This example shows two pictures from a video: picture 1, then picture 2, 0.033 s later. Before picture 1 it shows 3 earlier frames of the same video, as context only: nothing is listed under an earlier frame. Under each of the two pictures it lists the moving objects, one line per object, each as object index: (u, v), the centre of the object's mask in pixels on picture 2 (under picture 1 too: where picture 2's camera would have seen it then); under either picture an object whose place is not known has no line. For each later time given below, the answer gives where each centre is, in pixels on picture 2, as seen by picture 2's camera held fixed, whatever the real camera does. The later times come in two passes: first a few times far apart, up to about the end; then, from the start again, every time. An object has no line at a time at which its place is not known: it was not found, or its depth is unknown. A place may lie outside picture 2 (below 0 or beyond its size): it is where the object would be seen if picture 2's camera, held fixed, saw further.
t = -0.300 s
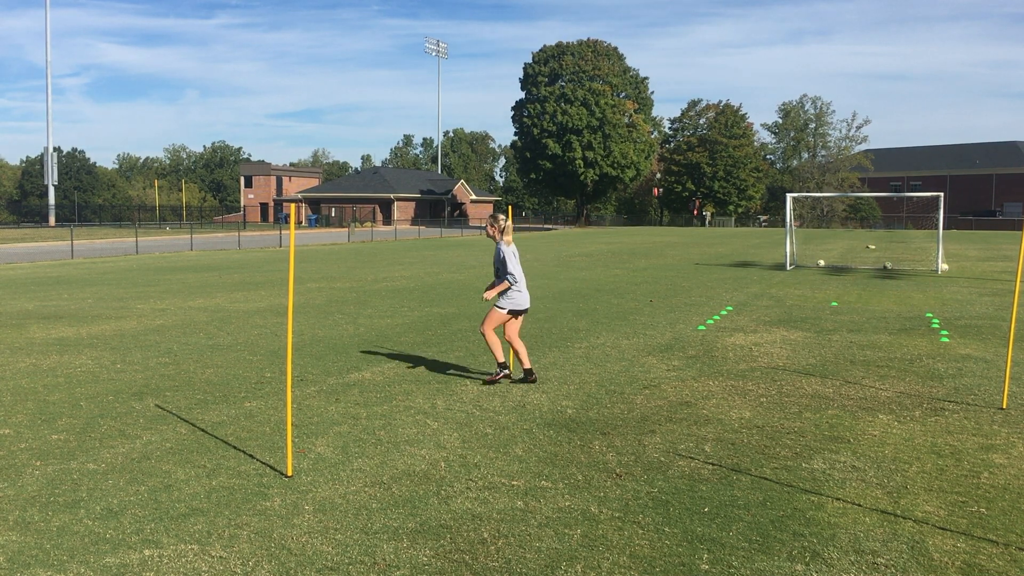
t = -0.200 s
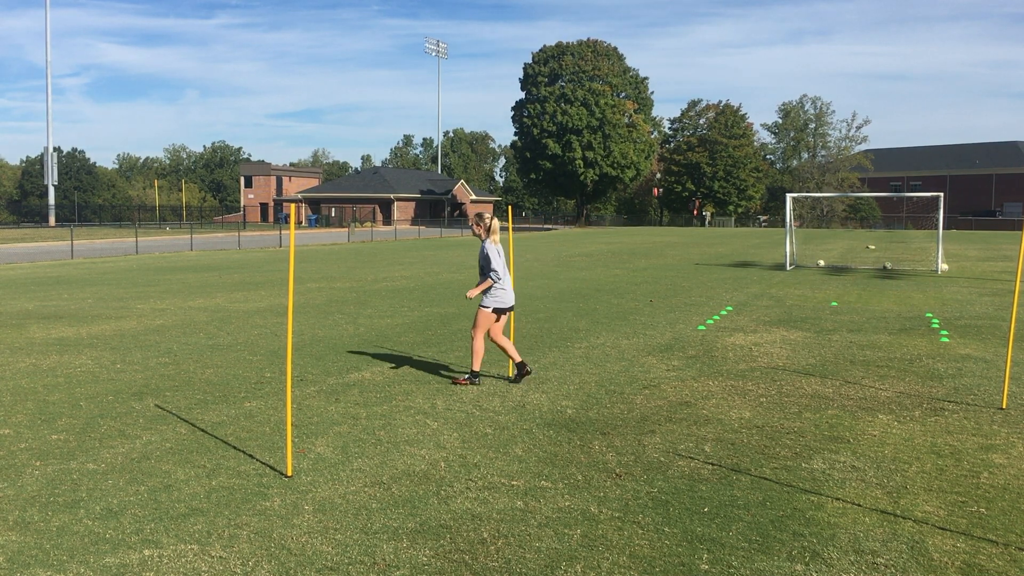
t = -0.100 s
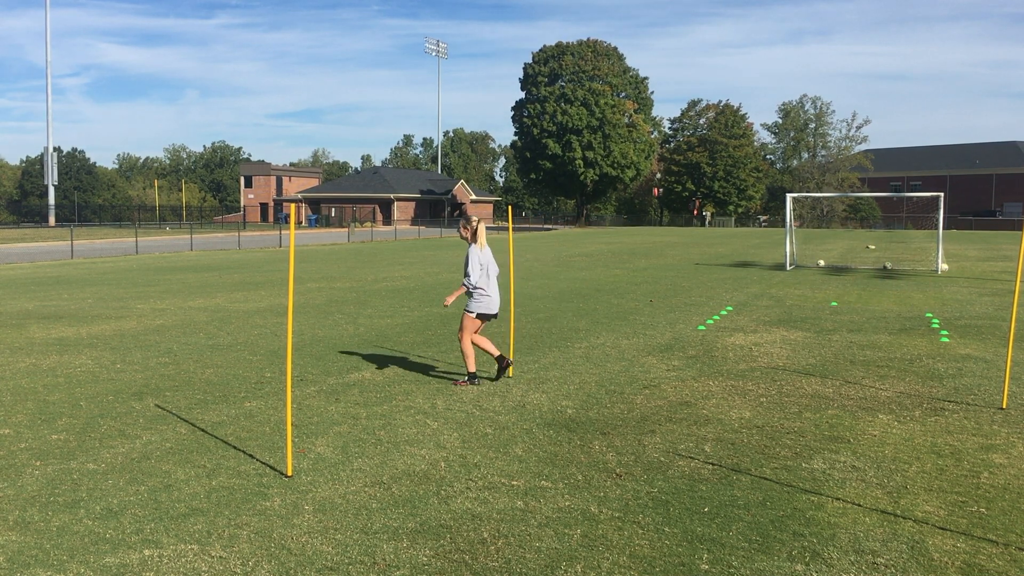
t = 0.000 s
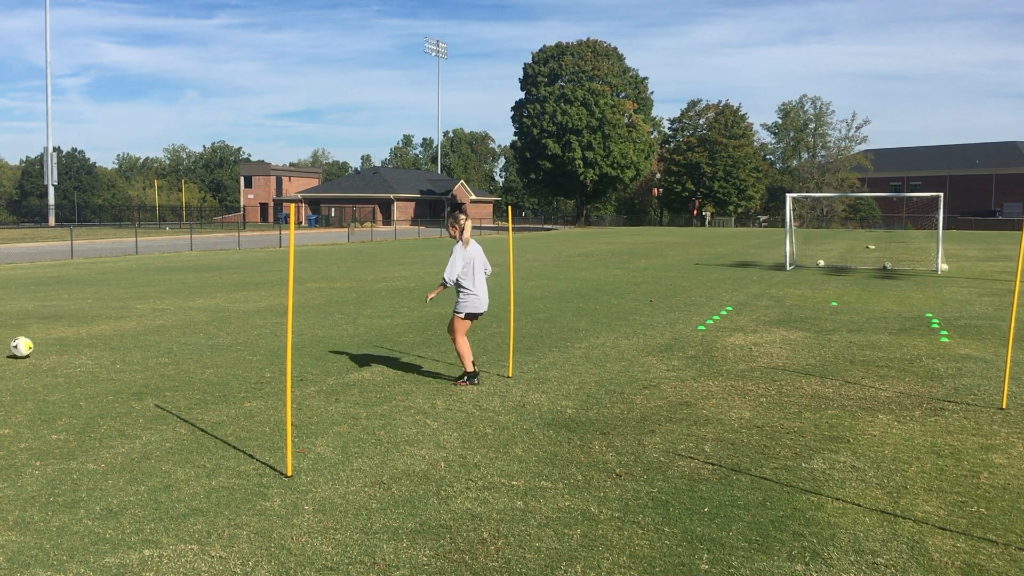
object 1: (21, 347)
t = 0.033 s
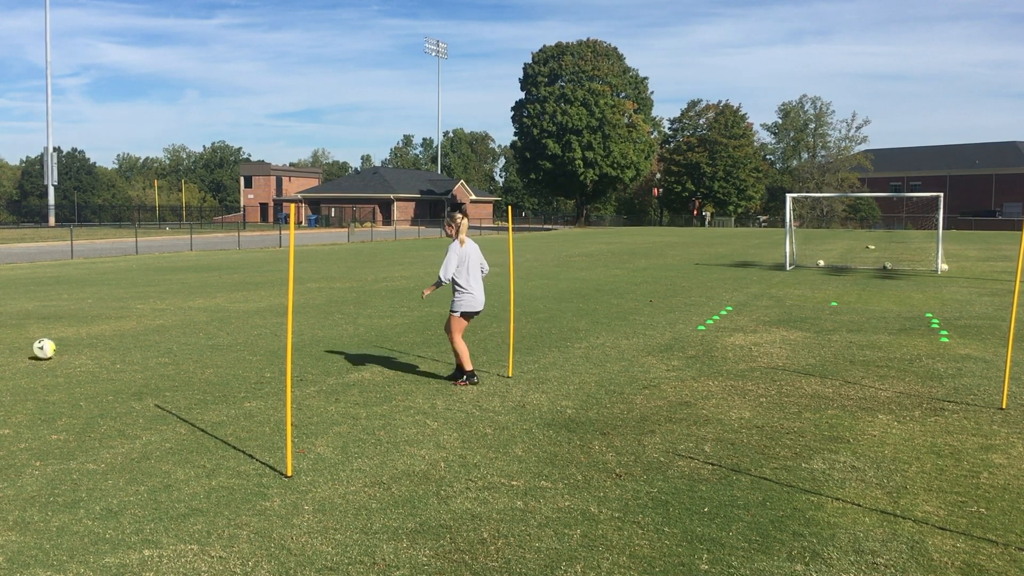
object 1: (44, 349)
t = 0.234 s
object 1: (175, 357)
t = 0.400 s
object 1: (278, 364)
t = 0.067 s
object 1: (67, 352)
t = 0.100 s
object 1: (89, 354)
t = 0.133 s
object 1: (110, 354)
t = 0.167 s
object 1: (131, 354)
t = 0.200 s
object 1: (153, 354)
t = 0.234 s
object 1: (175, 357)
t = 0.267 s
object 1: (197, 359)
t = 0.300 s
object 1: (217, 359)
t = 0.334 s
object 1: (237, 360)
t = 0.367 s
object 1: (259, 361)
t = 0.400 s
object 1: (278, 364)
